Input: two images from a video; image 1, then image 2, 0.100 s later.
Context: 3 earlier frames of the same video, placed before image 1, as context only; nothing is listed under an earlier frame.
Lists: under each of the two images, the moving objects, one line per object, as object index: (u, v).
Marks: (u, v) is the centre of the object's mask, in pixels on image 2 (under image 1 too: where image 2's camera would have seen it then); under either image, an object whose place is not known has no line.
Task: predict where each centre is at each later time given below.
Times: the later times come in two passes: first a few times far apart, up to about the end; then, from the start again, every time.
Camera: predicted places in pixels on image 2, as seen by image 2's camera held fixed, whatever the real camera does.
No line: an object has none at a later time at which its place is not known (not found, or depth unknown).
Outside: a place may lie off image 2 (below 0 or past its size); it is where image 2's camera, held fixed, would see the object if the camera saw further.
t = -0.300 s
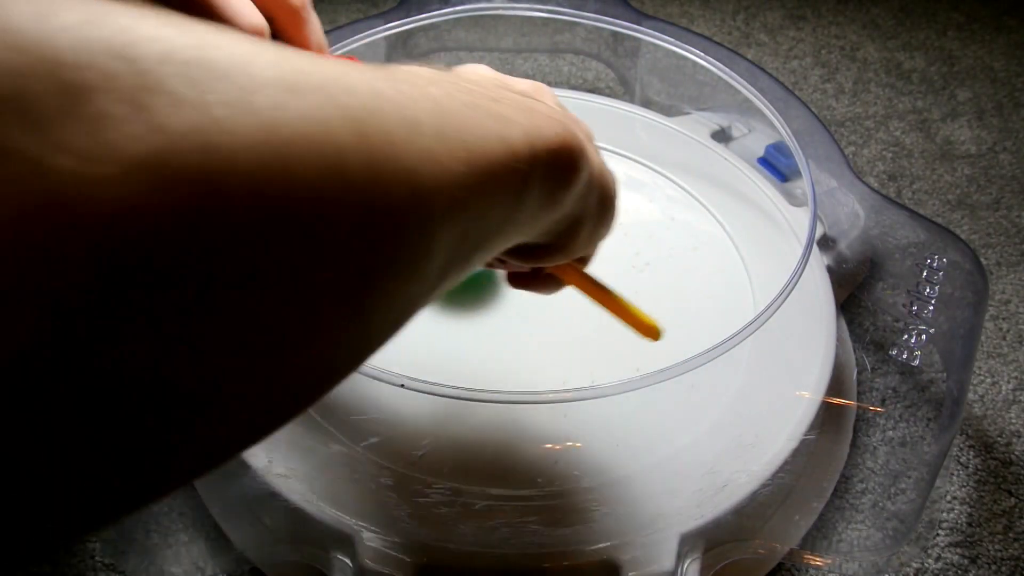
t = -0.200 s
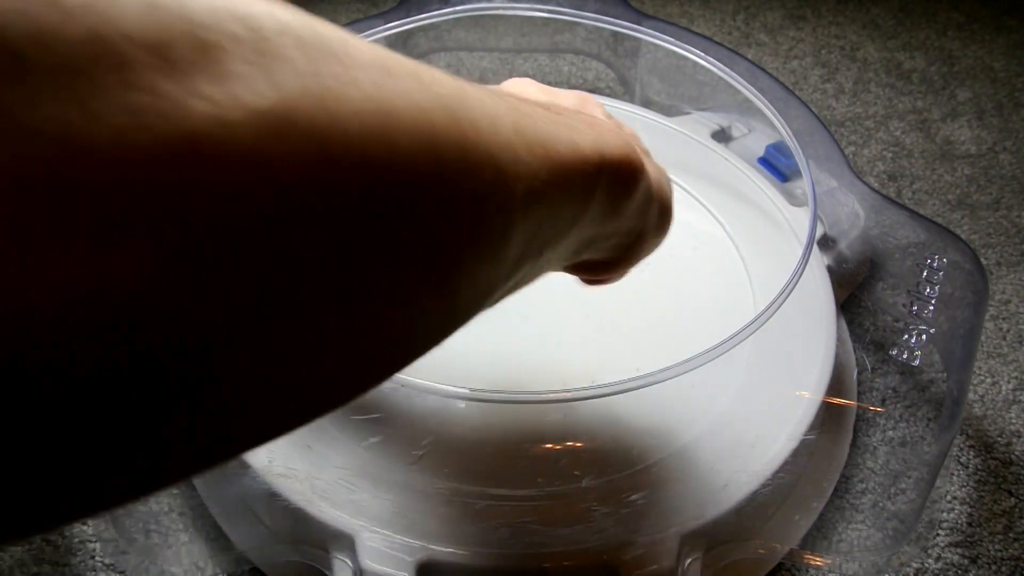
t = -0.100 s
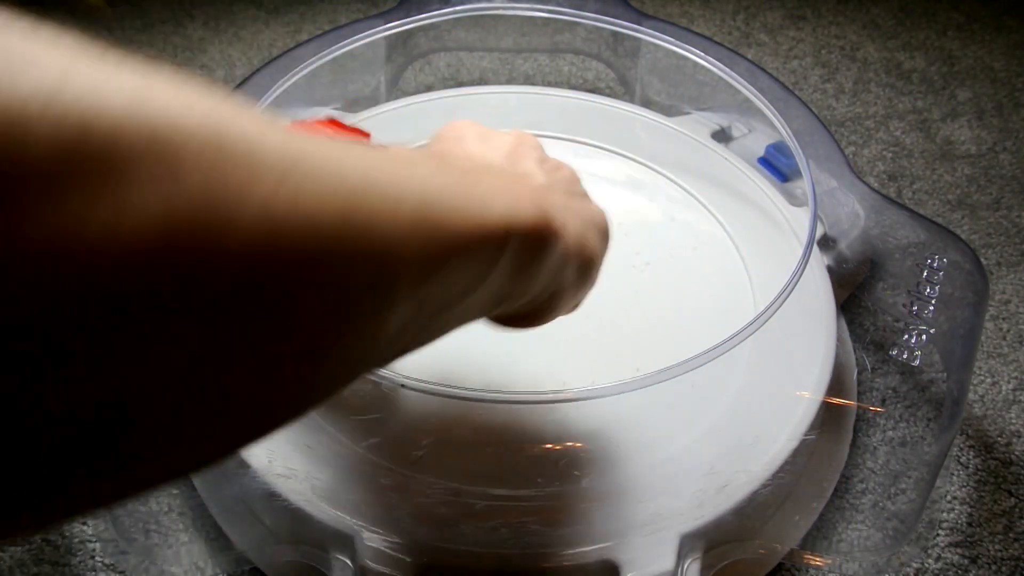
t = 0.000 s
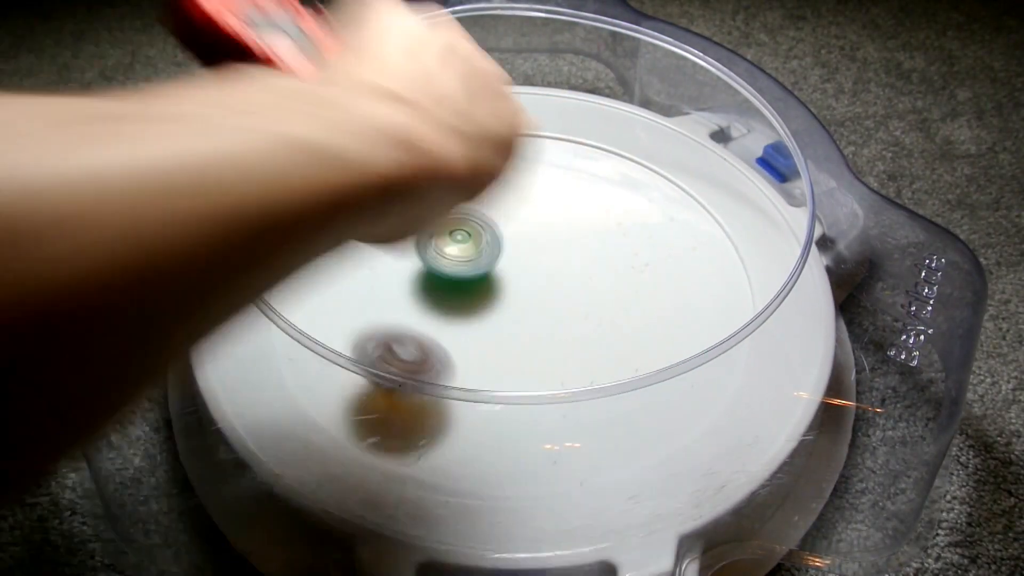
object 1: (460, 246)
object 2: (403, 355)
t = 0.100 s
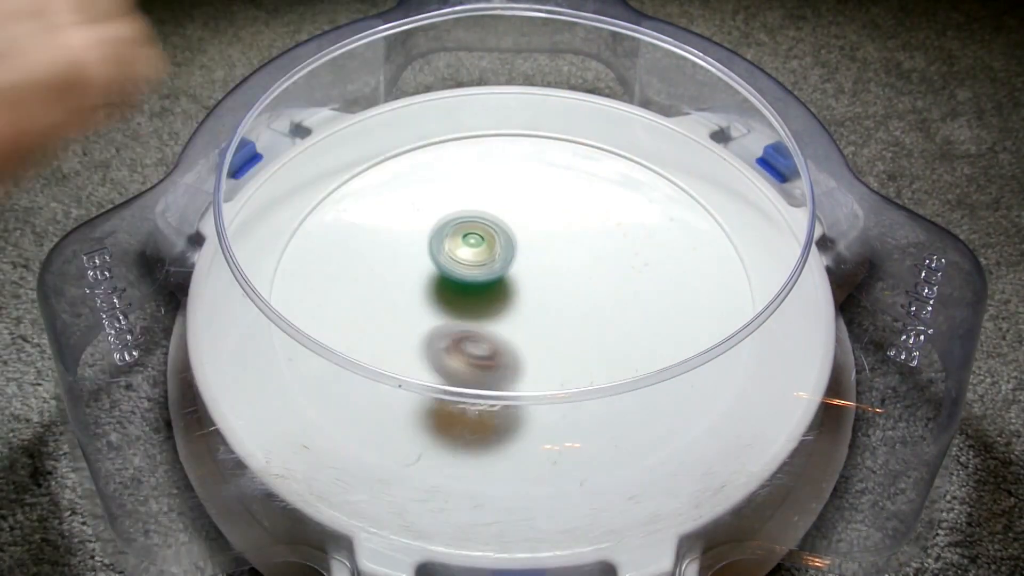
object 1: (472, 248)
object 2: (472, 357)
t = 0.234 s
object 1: (492, 248)
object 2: (556, 309)
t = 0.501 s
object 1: (536, 243)
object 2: (585, 134)
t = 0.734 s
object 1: (551, 238)
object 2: (510, 166)
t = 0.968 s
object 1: (575, 269)
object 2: (411, 219)
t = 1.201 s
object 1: (583, 272)
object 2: (449, 286)
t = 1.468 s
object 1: (695, 251)
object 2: (425, 253)
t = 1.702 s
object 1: (638, 234)
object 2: (519, 214)
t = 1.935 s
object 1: (613, 328)
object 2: (515, 107)
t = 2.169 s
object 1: (582, 357)
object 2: (457, 179)
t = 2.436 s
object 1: (532, 352)
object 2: (594, 285)
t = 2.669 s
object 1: (469, 330)
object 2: (693, 278)
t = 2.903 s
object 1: (419, 314)
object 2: (644, 229)
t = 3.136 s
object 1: (408, 300)
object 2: (588, 251)
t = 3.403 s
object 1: (422, 266)
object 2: (604, 336)
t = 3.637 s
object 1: (441, 232)
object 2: (659, 316)
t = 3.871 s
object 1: (465, 206)
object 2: (526, 285)
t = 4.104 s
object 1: (501, 200)
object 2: (400, 339)
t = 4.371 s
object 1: (548, 213)
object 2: (506, 407)
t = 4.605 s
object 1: (600, 209)
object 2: (544, 316)
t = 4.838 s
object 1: (627, 121)
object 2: (383, 392)
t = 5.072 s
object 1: (553, 222)
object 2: (483, 363)
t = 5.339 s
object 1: (563, 236)
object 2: (439, 299)
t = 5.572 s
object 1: (544, 277)
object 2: (366, 266)
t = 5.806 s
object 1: (522, 313)
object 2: (428, 282)
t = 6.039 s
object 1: (551, 345)
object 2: (423, 203)
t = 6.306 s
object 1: (528, 334)
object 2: (423, 219)
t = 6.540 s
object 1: (498, 307)
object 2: (549, 234)
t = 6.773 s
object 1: (472, 275)
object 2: (609, 182)
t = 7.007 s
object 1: (464, 248)
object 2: (543, 209)
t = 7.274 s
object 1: (306, 276)
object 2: (707, 227)
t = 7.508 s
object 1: (391, 306)
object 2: (700, 243)
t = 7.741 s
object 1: (486, 298)
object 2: (605, 312)
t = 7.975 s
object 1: (497, 245)
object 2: (564, 393)
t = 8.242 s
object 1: (526, 233)
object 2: (505, 406)
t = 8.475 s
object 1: (547, 243)
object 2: (433, 336)
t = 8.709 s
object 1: (558, 265)
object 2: (387, 264)
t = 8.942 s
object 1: (551, 292)
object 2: (372, 218)
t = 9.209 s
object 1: (519, 312)
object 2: (443, 213)
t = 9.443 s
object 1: (486, 313)
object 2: (545, 207)
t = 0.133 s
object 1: (477, 249)
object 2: (496, 355)
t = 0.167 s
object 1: (481, 249)
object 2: (518, 340)
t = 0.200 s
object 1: (487, 249)
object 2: (540, 333)
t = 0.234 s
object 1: (492, 248)
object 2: (556, 309)
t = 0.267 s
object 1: (497, 248)
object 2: (572, 299)
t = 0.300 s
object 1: (502, 247)
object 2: (583, 258)
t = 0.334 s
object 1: (509, 247)
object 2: (589, 230)
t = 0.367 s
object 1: (515, 247)
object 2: (594, 215)
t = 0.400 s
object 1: (520, 246)
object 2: (598, 216)
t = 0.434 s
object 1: (525, 245)
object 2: (597, 189)
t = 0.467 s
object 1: (531, 244)
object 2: (592, 153)
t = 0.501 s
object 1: (536, 243)
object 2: (585, 134)
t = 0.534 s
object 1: (540, 242)
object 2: (576, 131)
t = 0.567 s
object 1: (542, 241)
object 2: (567, 142)
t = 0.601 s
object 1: (545, 240)
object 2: (559, 161)
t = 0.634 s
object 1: (547, 239)
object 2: (548, 150)
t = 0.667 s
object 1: (549, 239)
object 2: (536, 156)
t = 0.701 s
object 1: (550, 239)
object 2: (524, 163)
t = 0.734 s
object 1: (551, 238)
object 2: (510, 166)
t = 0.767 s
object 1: (557, 246)
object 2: (492, 176)
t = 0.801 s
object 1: (561, 252)
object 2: (476, 179)
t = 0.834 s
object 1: (565, 258)
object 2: (460, 185)
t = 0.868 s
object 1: (567, 262)
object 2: (446, 189)
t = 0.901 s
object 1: (570, 266)
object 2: (432, 191)
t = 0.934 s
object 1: (573, 267)
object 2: (419, 211)
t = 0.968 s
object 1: (575, 269)
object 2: (411, 219)
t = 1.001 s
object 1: (578, 270)
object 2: (404, 234)
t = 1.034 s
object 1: (580, 270)
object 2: (402, 243)
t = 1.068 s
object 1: (582, 270)
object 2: (403, 258)
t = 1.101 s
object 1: (582, 271)
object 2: (409, 268)
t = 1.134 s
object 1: (583, 271)
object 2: (419, 273)
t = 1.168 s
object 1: (583, 271)
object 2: (433, 278)
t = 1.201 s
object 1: (583, 272)
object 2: (449, 286)
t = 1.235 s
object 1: (583, 273)
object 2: (468, 280)
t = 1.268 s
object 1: (583, 273)
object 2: (489, 282)
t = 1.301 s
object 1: (614, 271)
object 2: (476, 283)
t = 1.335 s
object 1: (645, 269)
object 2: (461, 260)
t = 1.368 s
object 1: (668, 265)
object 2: (446, 256)
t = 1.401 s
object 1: (684, 261)
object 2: (433, 268)
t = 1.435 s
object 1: (692, 256)
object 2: (427, 262)
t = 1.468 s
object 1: (695, 251)
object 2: (425, 253)
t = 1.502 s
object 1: (693, 245)
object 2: (426, 258)
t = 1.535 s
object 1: (688, 239)
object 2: (433, 249)
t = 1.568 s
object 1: (681, 236)
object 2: (445, 245)
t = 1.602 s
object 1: (672, 233)
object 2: (459, 241)
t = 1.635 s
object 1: (662, 232)
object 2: (479, 233)
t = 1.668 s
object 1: (651, 232)
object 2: (498, 225)
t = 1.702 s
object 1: (638, 234)
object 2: (519, 214)
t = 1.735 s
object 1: (625, 236)
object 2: (538, 202)
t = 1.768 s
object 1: (618, 247)
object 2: (550, 188)
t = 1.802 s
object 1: (622, 268)
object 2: (548, 158)
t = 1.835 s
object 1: (622, 288)
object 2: (544, 130)
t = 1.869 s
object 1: (620, 304)
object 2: (536, 109)
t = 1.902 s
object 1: (617, 316)
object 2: (525, 106)
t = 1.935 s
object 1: (613, 328)
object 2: (515, 107)
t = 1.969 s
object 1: (609, 337)
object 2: (504, 109)
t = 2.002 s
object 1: (605, 344)
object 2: (494, 112)
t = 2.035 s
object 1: (600, 349)
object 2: (481, 121)
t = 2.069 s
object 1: (596, 352)
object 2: (472, 134)
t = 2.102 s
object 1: (592, 354)
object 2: (463, 149)
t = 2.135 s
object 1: (587, 356)
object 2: (458, 163)
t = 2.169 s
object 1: (582, 357)
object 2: (457, 179)
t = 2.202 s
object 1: (578, 358)
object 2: (462, 194)
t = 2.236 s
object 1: (572, 358)
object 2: (471, 212)
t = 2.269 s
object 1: (567, 358)
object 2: (485, 228)
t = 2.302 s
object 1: (561, 358)
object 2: (503, 243)
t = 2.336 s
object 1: (554, 357)
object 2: (525, 258)
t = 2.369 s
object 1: (547, 355)
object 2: (547, 269)
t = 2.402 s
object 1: (541, 354)
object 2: (572, 278)
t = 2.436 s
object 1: (532, 352)
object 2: (594, 285)
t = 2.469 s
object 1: (524, 349)
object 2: (616, 292)
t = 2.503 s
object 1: (515, 345)
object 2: (637, 292)
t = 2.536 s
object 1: (506, 342)
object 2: (655, 296)
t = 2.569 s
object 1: (497, 339)
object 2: (671, 293)
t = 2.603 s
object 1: (487, 336)
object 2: (682, 285)
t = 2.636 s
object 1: (478, 333)
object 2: (690, 284)
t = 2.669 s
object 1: (469, 330)
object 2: (693, 278)
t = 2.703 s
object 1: (460, 328)
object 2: (692, 273)
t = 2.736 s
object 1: (452, 325)
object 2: (688, 266)
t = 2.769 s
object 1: (444, 323)
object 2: (681, 258)
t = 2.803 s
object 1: (437, 321)
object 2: (672, 250)
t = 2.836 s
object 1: (430, 318)
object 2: (663, 242)
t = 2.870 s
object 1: (425, 316)
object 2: (653, 235)
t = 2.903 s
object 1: (419, 314)
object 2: (644, 229)
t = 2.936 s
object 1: (415, 312)
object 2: (635, 223)
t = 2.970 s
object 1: (412, 311)
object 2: (628, 219)
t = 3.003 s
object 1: (409, 309)
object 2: (620, 219)
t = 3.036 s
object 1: (408, 307)
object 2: (612, 223)
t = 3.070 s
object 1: (407, 305)
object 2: (603, 230)
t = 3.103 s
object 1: (407, 303)
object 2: (595, 240)
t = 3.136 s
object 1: (408, 300)
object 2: (588, 251)
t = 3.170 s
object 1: (409, 298)
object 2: (583, 263)
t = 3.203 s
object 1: (410, 294)
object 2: (580, 276)
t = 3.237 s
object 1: (412, 290)
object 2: (579, 288)
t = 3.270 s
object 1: (413, 286)
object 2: (580, 300)
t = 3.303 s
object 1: (415, 281)
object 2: (583, 311)
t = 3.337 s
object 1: (417, 276)
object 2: (588, 320)
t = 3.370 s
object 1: (419, 271)
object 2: (595, 329)
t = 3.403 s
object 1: (422, 266)
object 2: (604, 336)
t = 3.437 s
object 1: (425, 261)
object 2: (615, 340)
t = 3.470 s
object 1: (427, 256)
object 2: (626, 342)
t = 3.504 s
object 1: (430, 251)
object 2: (637, 341)
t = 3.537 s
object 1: (433, 246)
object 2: (648, 338)
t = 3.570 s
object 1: (435, 241)
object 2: (657, 333)
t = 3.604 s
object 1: (438, 236)
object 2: (662, 326)
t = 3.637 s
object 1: (441, 232)
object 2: (659, 316)
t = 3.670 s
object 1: (444, 227)
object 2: (650, 306)
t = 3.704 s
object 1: (446, 223)
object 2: (636, 298)
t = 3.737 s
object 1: (450, 219)
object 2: (616, 291)
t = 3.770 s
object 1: (453, 215)
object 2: (594, 287)
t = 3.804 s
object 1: (457, 211)
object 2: (571, 284)
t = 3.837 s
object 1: (461, 208)
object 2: (548, 284)
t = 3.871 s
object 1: (465, 206)
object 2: (526, 285)
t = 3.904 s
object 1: (470, 204)
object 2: (504, 288)
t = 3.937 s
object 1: (475, 203)
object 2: (482, 293)
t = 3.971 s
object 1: (479, 201)
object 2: (460, 299)
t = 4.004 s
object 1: (484, 201)
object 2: (438, 308)
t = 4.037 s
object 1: (490, 200)
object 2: (420, 319)
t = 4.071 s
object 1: (495, 200)
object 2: (406, 330)
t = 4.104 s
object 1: (501, 200)
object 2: (400, 339)
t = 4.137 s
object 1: (506, 201)
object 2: (398, 346)
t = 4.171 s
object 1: (512, 202)
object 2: (397, 367)
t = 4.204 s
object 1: (518, 203)
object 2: (406, 377)
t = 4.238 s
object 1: (524, 205)
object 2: (419, 395)
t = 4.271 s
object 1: (530, 206)
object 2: (436, 405)
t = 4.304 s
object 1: (536, 208)
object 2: (459, 411)
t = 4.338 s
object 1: (542, 210)
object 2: (483, 412)
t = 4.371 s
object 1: (548, 213)
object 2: (506, 407)
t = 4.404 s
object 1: (554, 215)
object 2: (528, 393)
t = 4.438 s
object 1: (560, 218)
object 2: (545, 380)
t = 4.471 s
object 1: (565, 221)
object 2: (559, 360)
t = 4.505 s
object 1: (570, 224)
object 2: (569, 348)
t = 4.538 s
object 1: (575, 228)
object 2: (572, 328)
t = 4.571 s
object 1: (579, 232)
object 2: (570, 309)
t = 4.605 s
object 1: (600, 209)
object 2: (544, 316)
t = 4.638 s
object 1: (624, 174)
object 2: (503, 338)
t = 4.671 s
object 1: (643, 139)
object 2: (466, 351)
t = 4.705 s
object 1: (647, 114)
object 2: (437, 355)
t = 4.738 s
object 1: (651, 105)
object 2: (411, 368)
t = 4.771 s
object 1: (647, 107)
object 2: (396, 373)
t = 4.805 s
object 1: (637, 114)
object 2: (385, 385)
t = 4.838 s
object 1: (627, 121)
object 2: (383, 392)
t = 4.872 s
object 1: (619, 131)
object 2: (388, 399)
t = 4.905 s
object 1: (609, 146)
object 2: (395, 411)
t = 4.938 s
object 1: (598, 159)
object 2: (410, 415)
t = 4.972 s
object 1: (585, 174)
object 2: (433, 408)
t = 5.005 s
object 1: (575, 190)
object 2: (452, 400)
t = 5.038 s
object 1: (564, 206)
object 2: (470, 385)
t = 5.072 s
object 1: (553, 222)
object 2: (483, 363)
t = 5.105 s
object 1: (544, 239)
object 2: (494, 354)
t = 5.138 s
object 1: (536, 254)
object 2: (501, 336)
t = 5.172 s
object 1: (537, 257)
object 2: (497, 328)
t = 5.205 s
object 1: (547, 246)
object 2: (483, 330)
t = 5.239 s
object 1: (554, 238)
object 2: (470, 327)
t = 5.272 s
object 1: (560, 234)
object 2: (459, 319)
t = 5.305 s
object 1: (563, 233)
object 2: (451, 309)
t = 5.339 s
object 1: (563, 236)
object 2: (439, 299)
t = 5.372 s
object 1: (562, 241)
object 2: (427, 289)
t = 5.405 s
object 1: (559, 246)
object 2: (417, 281)
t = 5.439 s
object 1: (557, 252)
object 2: (405, 274)
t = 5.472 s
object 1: (554, 258)
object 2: (393, 269)
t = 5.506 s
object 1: (551, 264)
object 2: (383, 266)
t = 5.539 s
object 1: (548, 270)
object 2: (373, 265)
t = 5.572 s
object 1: (544, 277)
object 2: (366, 266)
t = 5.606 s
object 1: (542, 282)
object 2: (362, 269)
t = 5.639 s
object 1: (538, 288)
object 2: (361, 273)
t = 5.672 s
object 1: (535, 294)
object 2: (367, 279)
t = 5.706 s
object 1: (531, 299)
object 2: (379, 284)
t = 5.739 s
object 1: (528, 304)
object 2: (393, 286)
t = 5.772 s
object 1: (525, 309)
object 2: (411, 286)
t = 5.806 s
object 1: (522, 313)
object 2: (428, 282)
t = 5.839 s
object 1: (534, 323)
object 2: (431, 270)
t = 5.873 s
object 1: (543, 331)
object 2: (433, 257)
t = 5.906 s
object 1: (549, 336)
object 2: (433, 244)
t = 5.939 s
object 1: (551, 340)
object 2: (434, 232)
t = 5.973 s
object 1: (552, 342)
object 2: (431, 221)
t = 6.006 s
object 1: (551, 344)
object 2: (428, 212)
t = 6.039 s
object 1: (551, 345)
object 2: (423, 203)
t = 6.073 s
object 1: (550, 345)
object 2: (418, 197)
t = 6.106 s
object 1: (548, 345)
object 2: (413, 192)
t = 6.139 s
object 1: (546, 344)
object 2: (408, 191)
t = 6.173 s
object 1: (543, 343)
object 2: (405, 193)
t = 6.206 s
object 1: (539, 341)
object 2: (402, 196)
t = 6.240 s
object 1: (536, 339)
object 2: (405, 203)
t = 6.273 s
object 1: (532, 337)
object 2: (412, 211)
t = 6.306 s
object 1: (528, 334)
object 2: (423, 219)
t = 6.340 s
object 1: (524, 331)
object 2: (439, 227)
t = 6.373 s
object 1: (520, 328)
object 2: (454, 232)
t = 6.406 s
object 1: (515, 324)
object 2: (474, 237)
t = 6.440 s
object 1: (511, 319)
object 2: (492, 238)
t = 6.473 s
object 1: (506, 315)
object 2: (513, 239)
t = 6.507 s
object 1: (503, 311)
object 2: (531, 236)
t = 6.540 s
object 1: (498, 307)
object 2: (549, 234)
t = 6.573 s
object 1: (493, 302)
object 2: (565, 228)
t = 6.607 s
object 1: (489, 298)
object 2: (578, 222)
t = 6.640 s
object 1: (485, 293)
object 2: (591, 214)
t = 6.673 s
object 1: (482, 288)
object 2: (599, 207)
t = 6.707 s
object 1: (478, 284)
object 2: (607, 197)
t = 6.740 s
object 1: (475, 279)
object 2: (609, 190)
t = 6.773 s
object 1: (472, 275)
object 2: (609, 182)
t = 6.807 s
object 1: (470, 270)
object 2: (605, 177)
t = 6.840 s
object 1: (468, 266)
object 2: (598, 173)
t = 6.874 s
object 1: (466, 262)
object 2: (587, 173)
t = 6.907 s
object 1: (466, 259)
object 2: (576, 177)
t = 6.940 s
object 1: (465, 254)
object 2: (563, 184)
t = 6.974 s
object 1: (465, 251)
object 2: (553, 196)
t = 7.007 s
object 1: (464, 248)
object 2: (543, 209)
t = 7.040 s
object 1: (432, 250)
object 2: (569, 218)
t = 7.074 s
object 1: (390, 253)
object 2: (604, 222)
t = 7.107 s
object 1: (354, 255)
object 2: (631, 225)
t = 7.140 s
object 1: (329, 257)
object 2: (657, 227)
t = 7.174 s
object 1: (312, 261)
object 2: (673, 228)
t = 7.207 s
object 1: (305, 265)
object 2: (686, 227)
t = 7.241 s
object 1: (304, 271)
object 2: (699, 227)
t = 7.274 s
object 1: (306, 276)
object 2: (707, 227)
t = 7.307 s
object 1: (313, 282)
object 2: (712, 227)
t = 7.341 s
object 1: (322, 288)
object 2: (716, 226)
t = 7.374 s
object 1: (333, 293)
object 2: (719, 228)
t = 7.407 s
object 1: (347, 298)
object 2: (717, 231)
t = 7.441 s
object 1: (360, 301)
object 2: (713, 233)
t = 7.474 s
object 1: (375, 303)
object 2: (709, 237)
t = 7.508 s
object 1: (391, 306)
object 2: (700, 243)
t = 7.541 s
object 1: (405, 307)
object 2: (690, 250)
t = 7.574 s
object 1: (419, 307)
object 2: (679, 259)
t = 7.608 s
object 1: (435, 307)
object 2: (666, 269)
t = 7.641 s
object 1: (448, 305)
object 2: (650, 280)
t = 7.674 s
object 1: (460, 302)
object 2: (636, 290)
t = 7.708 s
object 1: (474, 300)
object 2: (622, 301)
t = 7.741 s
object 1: (486, 298)
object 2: (605, 312)
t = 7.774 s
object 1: (498, 294)
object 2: (590, 322)
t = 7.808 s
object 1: (495, 282)
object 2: (591, 339)
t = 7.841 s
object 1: (491, 270)
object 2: (590, 350)
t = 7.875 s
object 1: (490, 260)
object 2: (583, 359)
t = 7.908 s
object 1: (492, 253)
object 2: (578, 373)
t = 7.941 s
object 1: (494, 249)
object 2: (571, 385)
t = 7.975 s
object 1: (497, 245)
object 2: (564, 393)
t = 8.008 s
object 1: (501, 242)
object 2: (556, 404)
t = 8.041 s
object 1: (505, 240)
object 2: (550, 407)
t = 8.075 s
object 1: (508, 238)
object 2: (542, 411)
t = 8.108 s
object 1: (511, 237)
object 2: (536, 414)
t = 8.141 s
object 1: (516, 236)
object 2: (529, 415)
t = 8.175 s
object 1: (519, 235)
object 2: (522, 415)
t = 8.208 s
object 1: (522, 234)
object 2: (514, 411)
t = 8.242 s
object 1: (526, 233)
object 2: (505, 406)
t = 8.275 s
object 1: (530, 234)
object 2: (494, 400)
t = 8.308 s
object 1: (533, 235)
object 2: (484, 388)
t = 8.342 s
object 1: (536, 236)
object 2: (474, 375)
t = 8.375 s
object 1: (539, 237)
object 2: (466, 362)
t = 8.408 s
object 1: (542, 239)
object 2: (456, 355)
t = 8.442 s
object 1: (544, 241)
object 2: (444, 347)
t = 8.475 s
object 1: (547, 243)
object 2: (433, 336)
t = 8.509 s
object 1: (550, 246)
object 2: (425, 325)
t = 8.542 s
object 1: (552, 249)
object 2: (418, 314)
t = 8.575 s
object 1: (553, 251)
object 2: (410, 304)
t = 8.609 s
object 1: (555, 254)
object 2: (402, 293)
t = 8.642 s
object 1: (557, 258)
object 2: (395, 283)
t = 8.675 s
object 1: (558, 262)
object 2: (390, 273)
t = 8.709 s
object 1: (558, 265)
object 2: (387, 264)
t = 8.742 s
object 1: (559, 269)
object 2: (383, 256)
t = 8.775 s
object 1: (558, 273)
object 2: (379, 248)
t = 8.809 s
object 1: (557, 277)
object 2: (375, 240)
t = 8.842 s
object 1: (556, 280)
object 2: (372, 232)
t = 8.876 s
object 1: (555, 284)
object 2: (371, 226)
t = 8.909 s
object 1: (553, 288)
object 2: (371, 221)
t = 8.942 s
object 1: (551, 292)
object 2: (372, 218)
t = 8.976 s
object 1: (548, 295)
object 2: (373, 215)
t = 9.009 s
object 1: (544, 298)
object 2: (377, 212)
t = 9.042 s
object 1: (541, 301)
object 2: (384, 210)
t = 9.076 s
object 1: (537, 304)
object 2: (394, 210)
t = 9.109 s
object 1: (532, 307)
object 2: (405, 211)
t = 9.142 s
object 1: (528, 309)
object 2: (417, 212)
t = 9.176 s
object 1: (524, 310)
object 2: (429, 213)
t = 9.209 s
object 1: (519, 312)
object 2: (443, 213)
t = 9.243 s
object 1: (514, 314)
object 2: (459, 212)
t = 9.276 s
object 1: (509, 315)
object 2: (476, 213)
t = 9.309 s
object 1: (504, 314)
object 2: (492, 213)
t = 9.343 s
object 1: (500, 315)
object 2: (506, 213)
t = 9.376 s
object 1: (495, 314)
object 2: (519, 212)
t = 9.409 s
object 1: (490, 314)
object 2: (532, 210)
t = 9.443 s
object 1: (486, 313)
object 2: (545, 207)
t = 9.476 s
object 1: (482, 311)
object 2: (559, 206)
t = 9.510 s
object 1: (479, 310)
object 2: (571, 205)
